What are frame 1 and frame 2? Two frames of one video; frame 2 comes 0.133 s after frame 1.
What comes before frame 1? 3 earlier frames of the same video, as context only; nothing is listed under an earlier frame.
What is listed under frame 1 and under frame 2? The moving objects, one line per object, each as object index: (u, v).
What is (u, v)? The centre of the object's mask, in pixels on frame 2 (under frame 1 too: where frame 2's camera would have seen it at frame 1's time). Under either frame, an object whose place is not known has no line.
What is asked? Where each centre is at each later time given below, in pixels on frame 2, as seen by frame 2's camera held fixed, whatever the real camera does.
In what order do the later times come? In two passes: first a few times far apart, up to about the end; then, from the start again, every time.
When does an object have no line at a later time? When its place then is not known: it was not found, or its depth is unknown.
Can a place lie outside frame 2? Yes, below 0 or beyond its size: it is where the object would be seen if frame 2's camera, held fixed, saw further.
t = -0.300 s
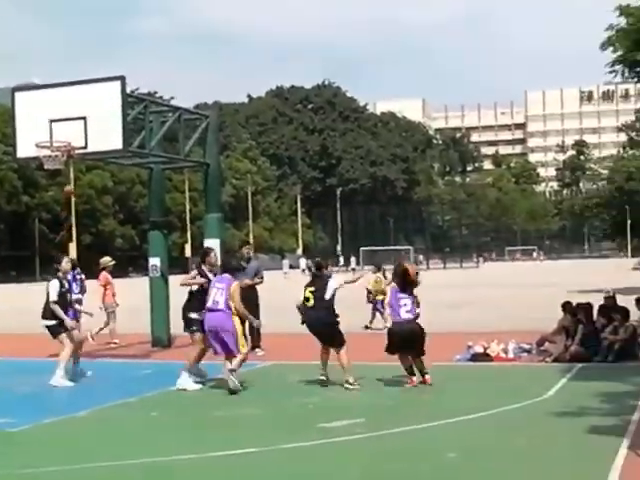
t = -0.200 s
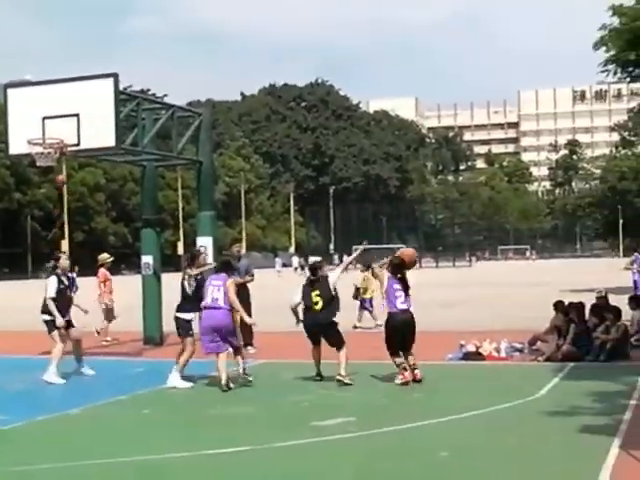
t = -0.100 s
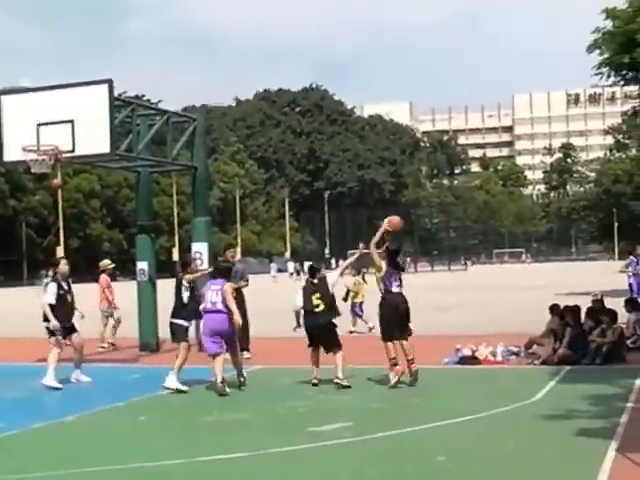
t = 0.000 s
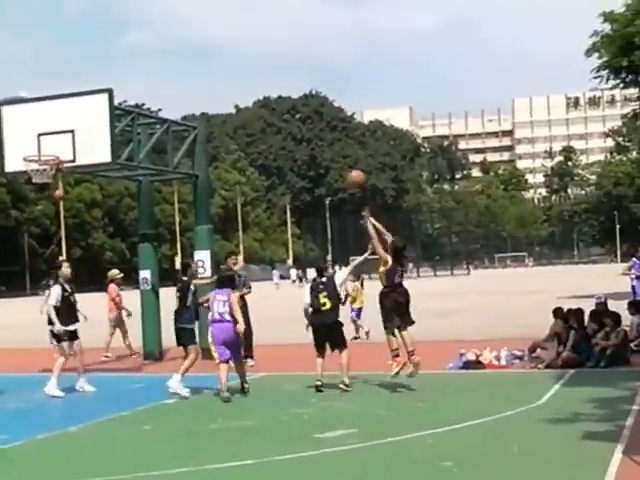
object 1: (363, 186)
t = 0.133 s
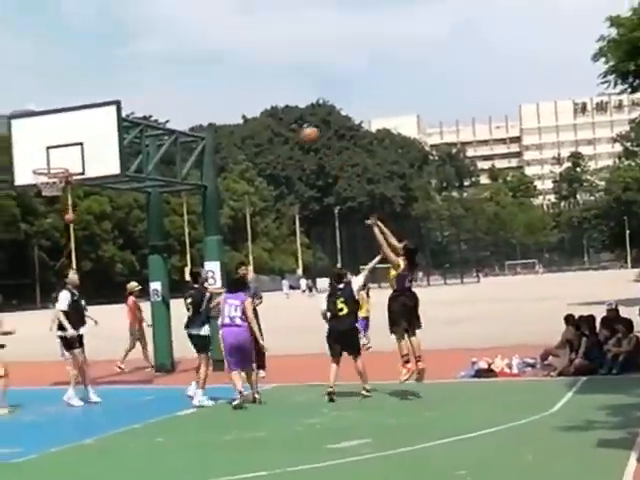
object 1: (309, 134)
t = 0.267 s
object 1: (257, 100)
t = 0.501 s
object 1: (176, 74)
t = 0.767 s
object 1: (98, 95)
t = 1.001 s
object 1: (35, 155)
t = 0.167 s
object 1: (296, 123)
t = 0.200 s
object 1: (284, 114)
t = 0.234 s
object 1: (270, 107)
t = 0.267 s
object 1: (257, 100)
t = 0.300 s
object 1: (244, 93)
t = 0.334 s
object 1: (233, 88)
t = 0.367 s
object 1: (221, 83)
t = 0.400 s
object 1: (210, 79)
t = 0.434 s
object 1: (198, 76)
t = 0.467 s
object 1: (187, 75)
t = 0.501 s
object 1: (176, 74)
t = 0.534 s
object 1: (166, 74)
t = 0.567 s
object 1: (156, 74)
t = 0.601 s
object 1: (146, 76)
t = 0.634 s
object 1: (137, 79)
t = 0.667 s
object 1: (126, 81)
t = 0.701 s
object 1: (116, 85)
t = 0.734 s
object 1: (107, 90)
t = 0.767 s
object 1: (98, 95)
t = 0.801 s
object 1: (89, 101)
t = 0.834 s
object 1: (79, 108)
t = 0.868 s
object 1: (70, 115)
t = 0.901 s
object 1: (61, 125)
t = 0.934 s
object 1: (52, 134)
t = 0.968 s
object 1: (43, 144)
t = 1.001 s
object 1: (35, 155)
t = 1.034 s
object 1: (26, 166)
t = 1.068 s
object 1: (18, 177)
